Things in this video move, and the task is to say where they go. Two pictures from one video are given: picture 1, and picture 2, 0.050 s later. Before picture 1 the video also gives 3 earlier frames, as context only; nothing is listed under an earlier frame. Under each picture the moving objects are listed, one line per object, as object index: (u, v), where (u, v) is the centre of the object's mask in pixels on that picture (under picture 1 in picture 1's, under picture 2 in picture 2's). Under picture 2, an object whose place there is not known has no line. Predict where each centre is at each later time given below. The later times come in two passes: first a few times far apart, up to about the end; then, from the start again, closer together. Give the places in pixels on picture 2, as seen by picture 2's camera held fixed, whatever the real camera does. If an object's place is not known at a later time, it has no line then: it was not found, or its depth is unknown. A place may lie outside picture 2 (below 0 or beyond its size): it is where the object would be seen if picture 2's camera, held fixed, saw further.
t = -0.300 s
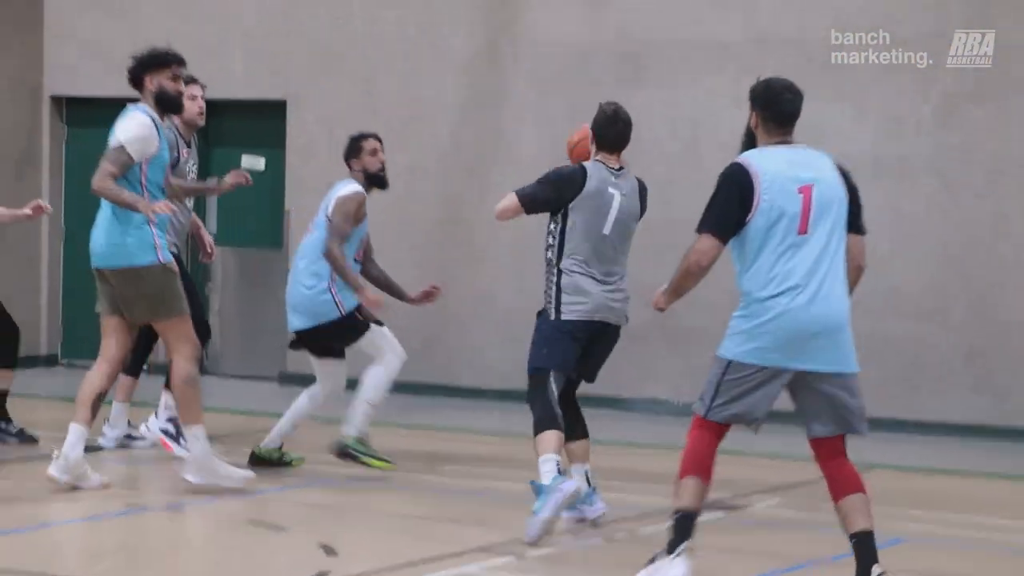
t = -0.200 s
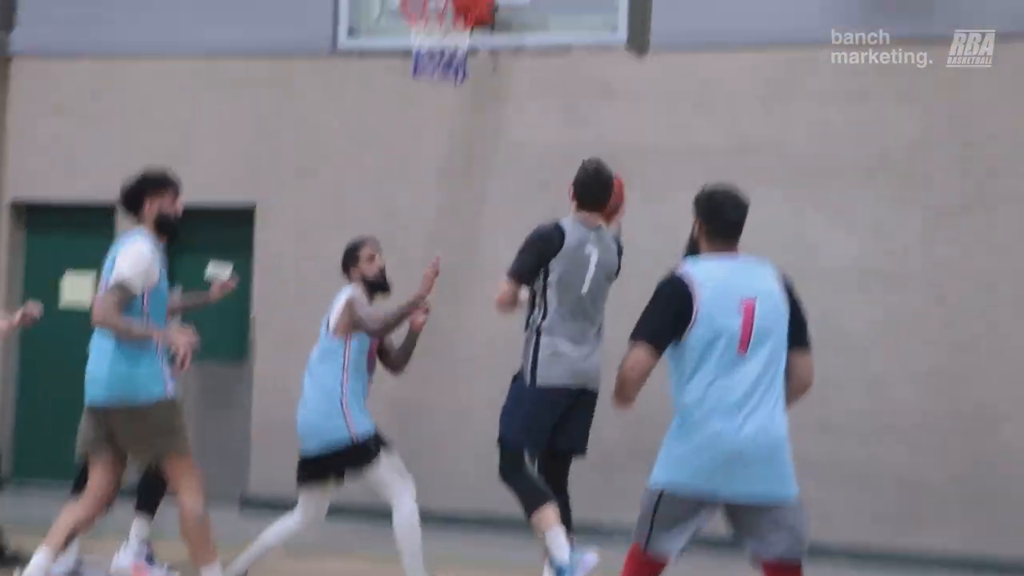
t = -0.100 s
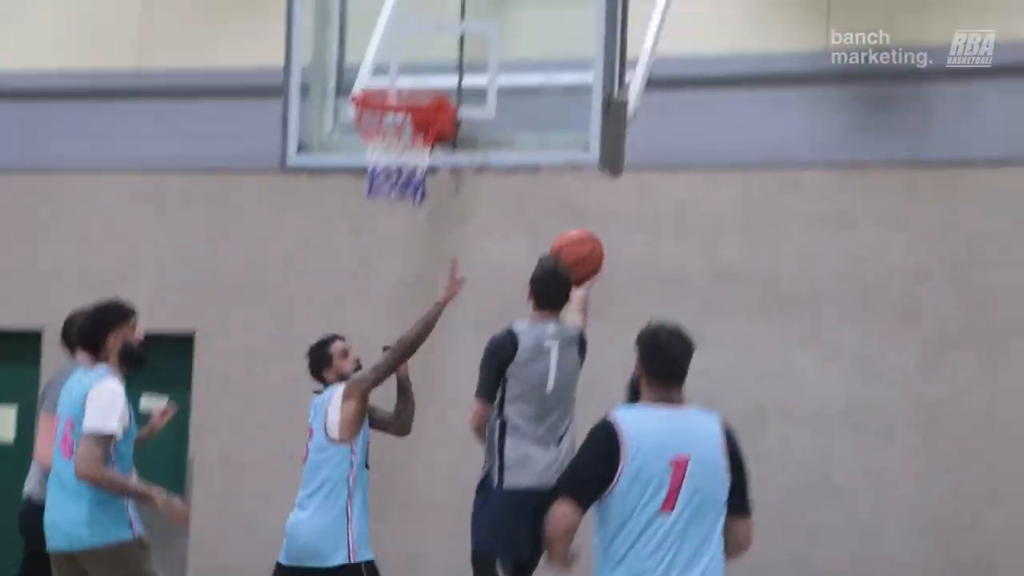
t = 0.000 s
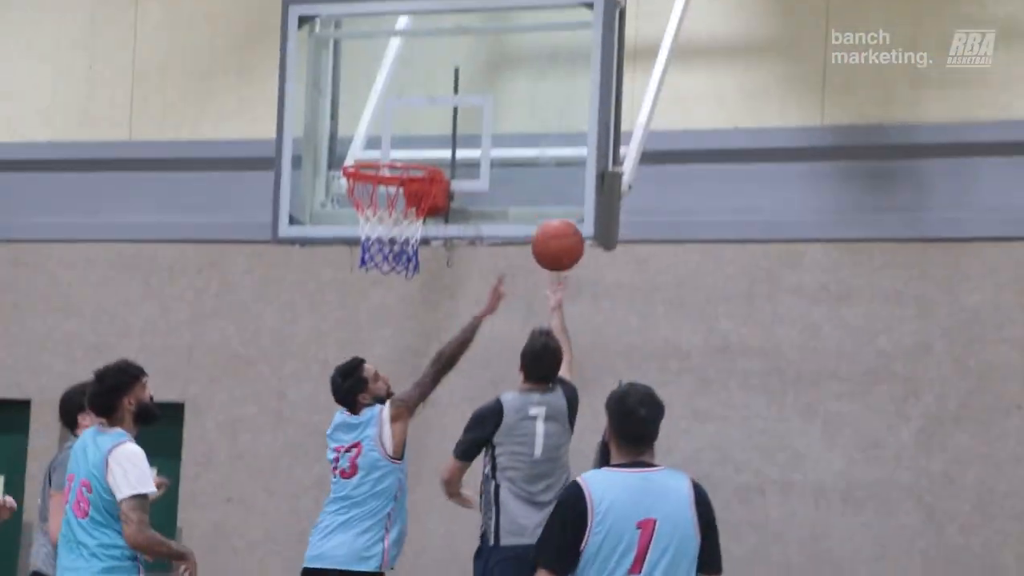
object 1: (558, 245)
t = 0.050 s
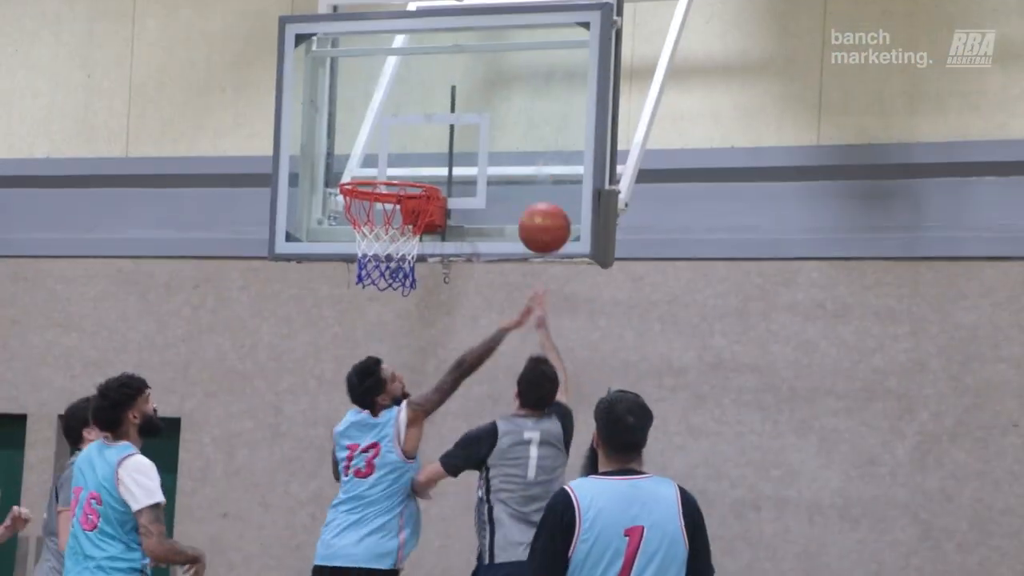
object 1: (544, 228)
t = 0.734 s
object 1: (367, 229)
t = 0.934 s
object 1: (339, 316)
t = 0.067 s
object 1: (541, 217)
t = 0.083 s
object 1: (538, 207)
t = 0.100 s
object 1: (535, 199)
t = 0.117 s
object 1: (532, 191)
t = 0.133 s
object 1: (529, 183)
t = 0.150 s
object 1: (525, 177)
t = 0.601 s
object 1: (413, 167)
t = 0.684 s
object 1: (384, 206)
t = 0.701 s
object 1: (379, 212)
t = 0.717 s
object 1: (372, 220)
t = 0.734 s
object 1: (367, 229)
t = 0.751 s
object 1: (362, 238)
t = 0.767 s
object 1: (358, 246)
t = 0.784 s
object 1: (356, 250)
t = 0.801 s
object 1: (354, 255)
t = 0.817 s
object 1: (353, 263)
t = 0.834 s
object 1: (351, 268)
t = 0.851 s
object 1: (349, 274)
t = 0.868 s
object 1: (347, 281)
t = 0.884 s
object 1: (346, 289)
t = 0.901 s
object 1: (344, 298)
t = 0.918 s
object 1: (342, 307)
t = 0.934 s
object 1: (339, 316)
